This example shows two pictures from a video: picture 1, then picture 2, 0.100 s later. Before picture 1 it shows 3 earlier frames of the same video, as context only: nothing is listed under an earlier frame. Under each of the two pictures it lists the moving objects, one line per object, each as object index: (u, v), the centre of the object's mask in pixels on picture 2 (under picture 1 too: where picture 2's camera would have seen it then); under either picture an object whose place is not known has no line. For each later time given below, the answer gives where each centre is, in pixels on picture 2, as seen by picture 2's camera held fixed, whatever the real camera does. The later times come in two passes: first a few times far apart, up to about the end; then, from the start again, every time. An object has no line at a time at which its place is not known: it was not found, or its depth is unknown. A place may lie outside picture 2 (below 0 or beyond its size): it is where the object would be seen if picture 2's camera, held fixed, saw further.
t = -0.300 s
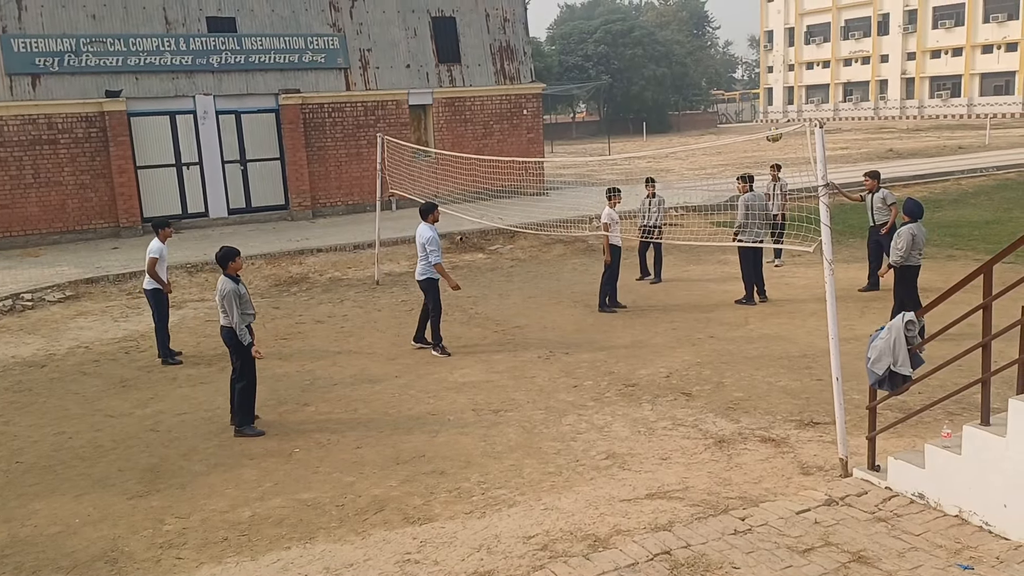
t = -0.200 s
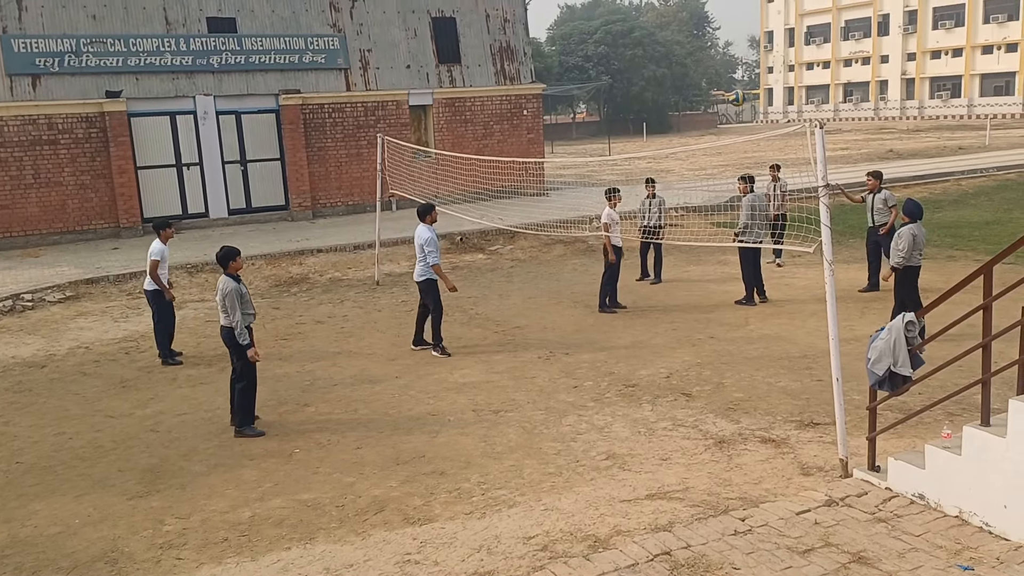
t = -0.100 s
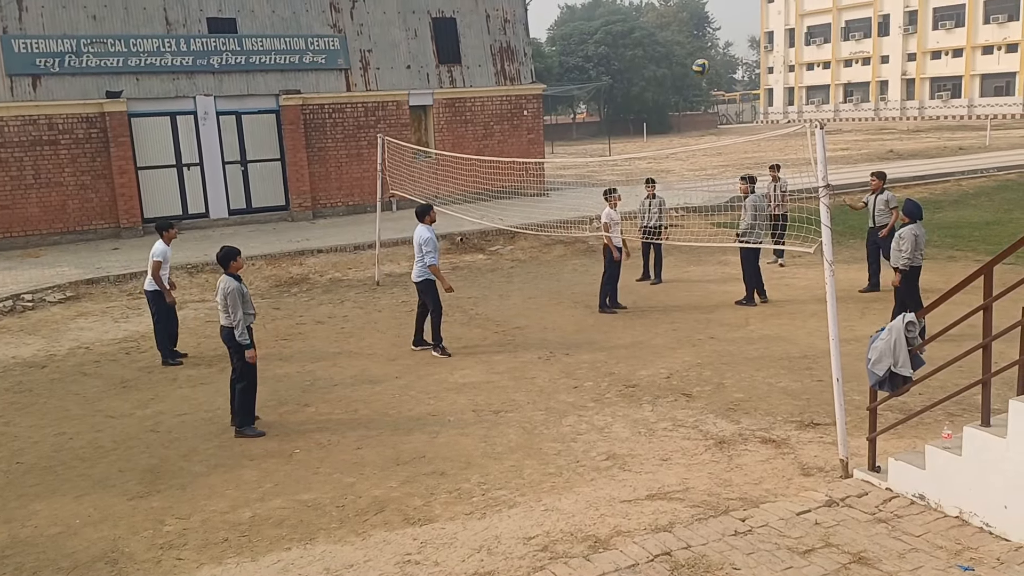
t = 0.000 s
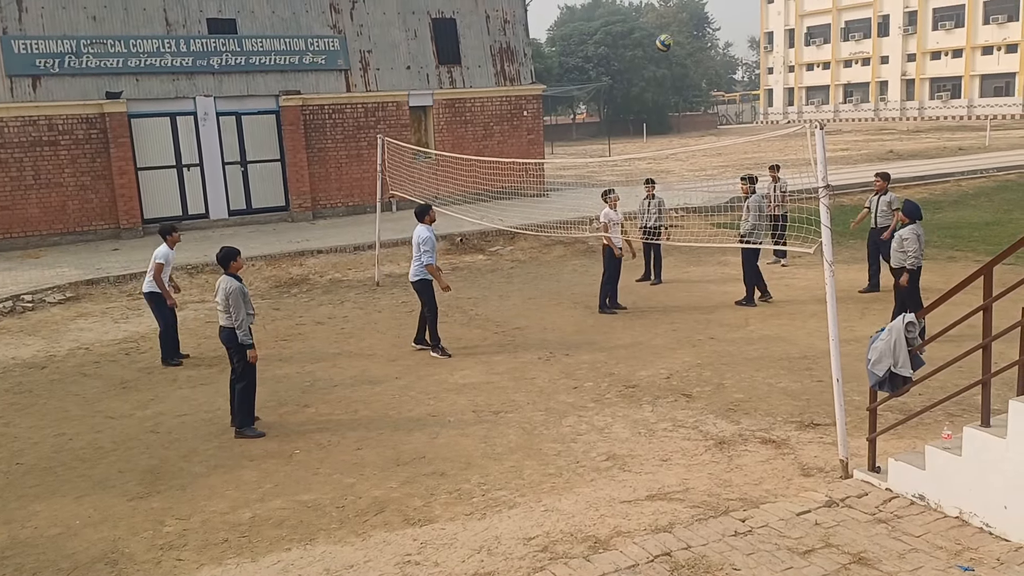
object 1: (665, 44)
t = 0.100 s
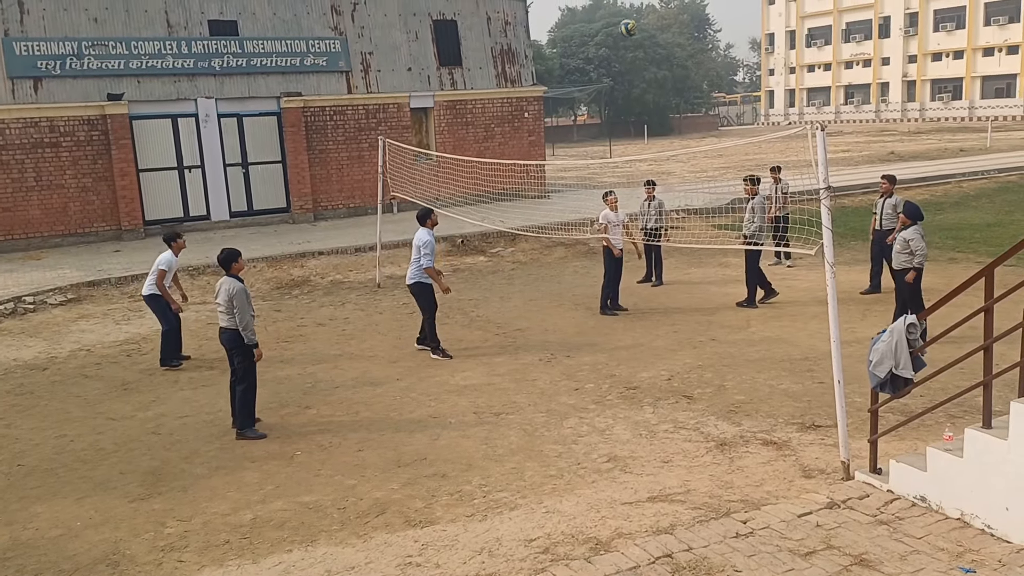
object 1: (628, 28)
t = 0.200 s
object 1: (590, 19)
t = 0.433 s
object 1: (501, 32)
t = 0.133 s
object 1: (614, 24)
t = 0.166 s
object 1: (603, 21)
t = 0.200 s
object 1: (590, 19)
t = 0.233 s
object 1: (578, 18)
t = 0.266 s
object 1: (565, 18)
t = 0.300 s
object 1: (553, 19)
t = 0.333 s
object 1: (540, 21)
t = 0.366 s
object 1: (527, 23)
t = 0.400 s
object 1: (514, 26)
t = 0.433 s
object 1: (501, 32)
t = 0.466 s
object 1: (488, 37)
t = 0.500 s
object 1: (476, 44)
